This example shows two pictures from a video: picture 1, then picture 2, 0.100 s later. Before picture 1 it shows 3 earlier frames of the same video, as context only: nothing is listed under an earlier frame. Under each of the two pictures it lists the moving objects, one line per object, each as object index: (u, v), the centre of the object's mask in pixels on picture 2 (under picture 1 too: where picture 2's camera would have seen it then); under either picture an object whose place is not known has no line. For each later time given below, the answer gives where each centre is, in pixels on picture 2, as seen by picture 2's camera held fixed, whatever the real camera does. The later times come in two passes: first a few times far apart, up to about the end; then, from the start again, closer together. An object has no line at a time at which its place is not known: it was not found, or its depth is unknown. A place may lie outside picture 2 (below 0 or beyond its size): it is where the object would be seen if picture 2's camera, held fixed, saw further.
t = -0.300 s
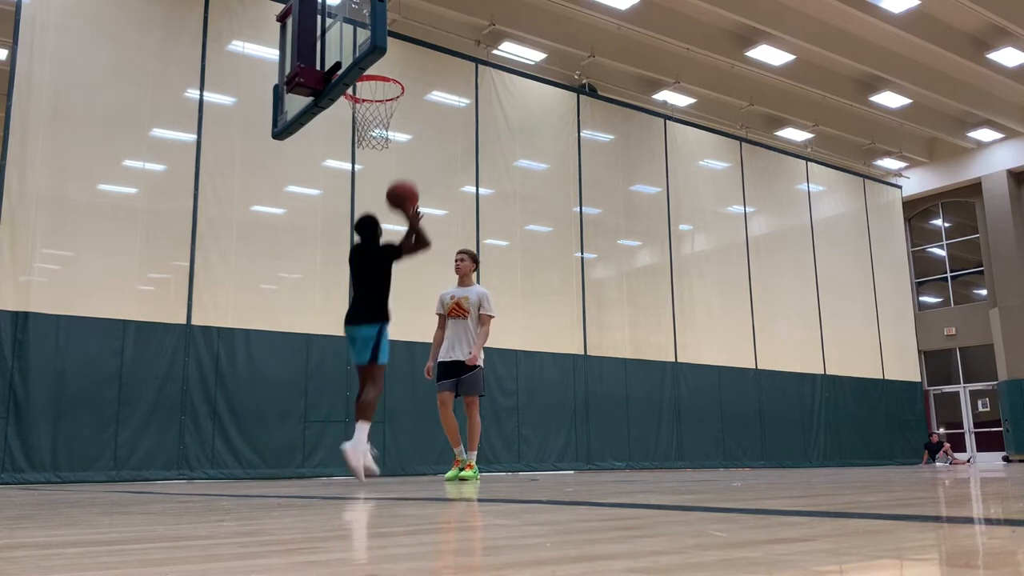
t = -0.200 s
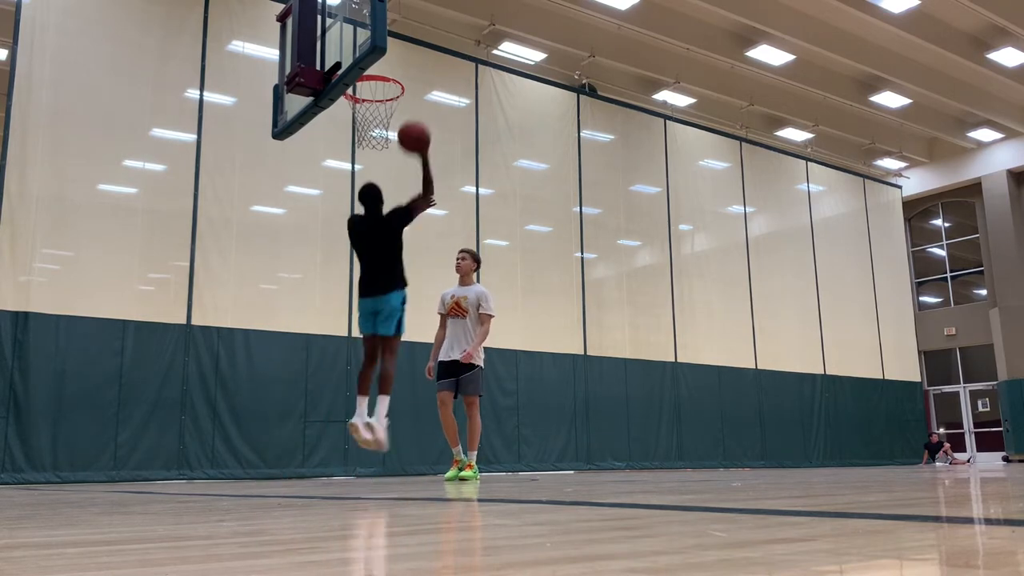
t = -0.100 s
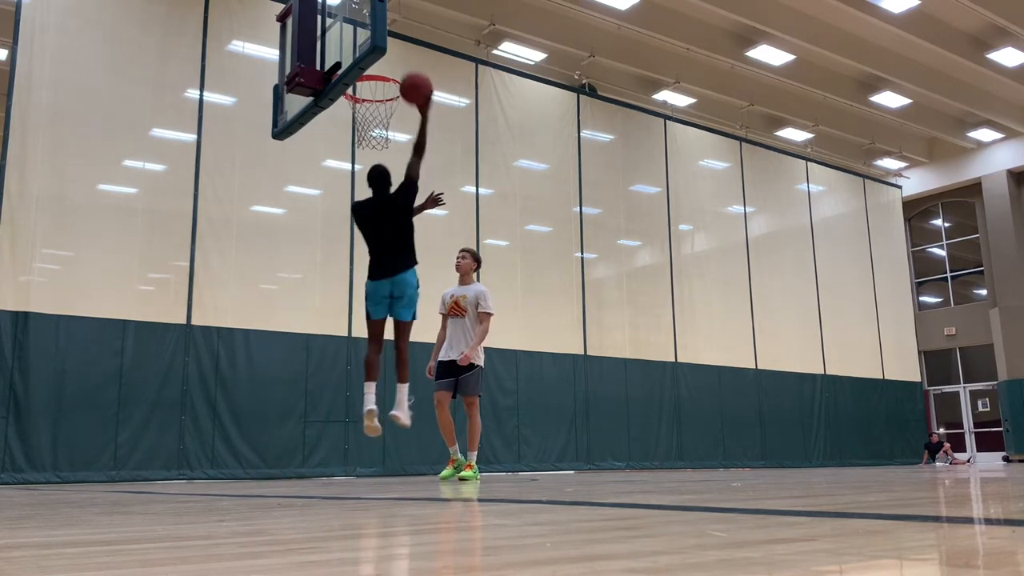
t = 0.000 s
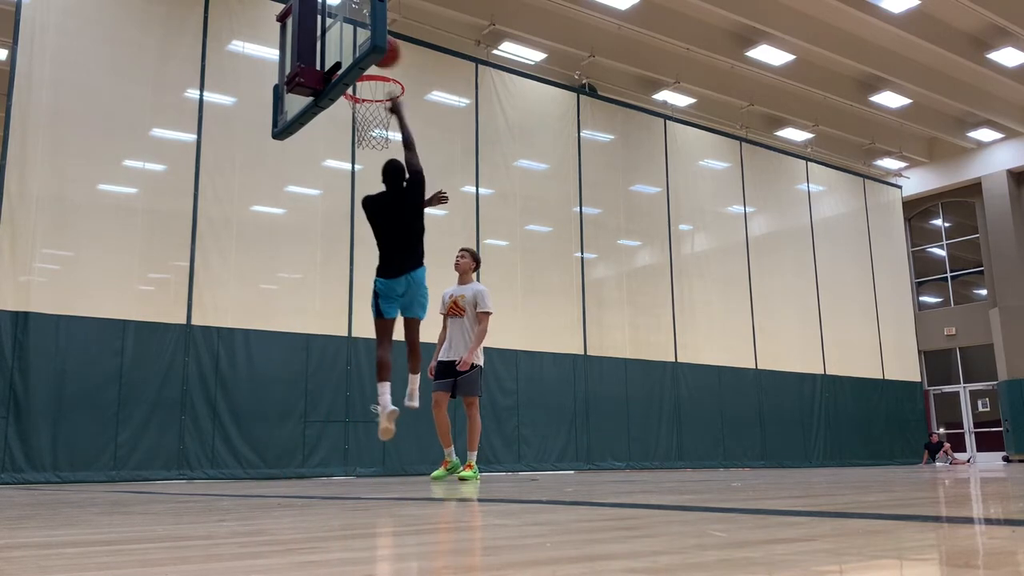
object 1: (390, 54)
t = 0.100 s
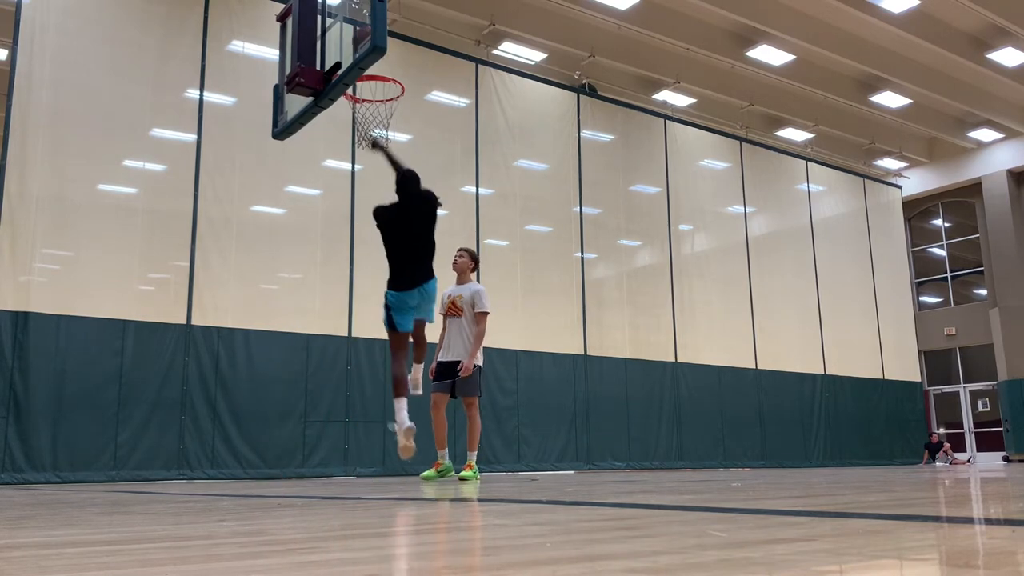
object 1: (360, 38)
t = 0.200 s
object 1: (380, 65)
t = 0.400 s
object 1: (376, 92)
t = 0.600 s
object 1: (361, 122)
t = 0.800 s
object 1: (350, 190)
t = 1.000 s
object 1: (335, 307)
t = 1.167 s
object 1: (323, 447)
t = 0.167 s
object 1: (381, 61)
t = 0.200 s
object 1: (380, 65)
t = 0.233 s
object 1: (381, 67)
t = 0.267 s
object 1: (378, 77)
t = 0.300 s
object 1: (377, 85)
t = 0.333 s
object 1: (378, 92)
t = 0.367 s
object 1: (377, 92)
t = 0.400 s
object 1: (376, 92)
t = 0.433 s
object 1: (375, 93)
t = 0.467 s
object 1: (372, 96)
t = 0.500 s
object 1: (369, 102)
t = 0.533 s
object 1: (367, 109)
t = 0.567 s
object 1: (364, 116)
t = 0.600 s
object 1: (361, 122)
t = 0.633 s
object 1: (359, 131)
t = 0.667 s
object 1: (358, 141)
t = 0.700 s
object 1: (356, 150)
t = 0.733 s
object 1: (354, 163)
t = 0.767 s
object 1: (352, 176)
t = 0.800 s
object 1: (350, 190)
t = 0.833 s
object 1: (348, 206)
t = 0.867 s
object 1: (345, 224)
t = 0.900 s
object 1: (343, 243)
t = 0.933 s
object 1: (341, 263)
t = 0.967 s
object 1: (339, 284)
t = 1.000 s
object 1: (335, 307)
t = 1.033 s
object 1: (334, 334)
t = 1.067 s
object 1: (331, 359)
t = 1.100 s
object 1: (329, 387)
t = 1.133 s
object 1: (326, 417)
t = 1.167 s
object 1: (323, 447)
